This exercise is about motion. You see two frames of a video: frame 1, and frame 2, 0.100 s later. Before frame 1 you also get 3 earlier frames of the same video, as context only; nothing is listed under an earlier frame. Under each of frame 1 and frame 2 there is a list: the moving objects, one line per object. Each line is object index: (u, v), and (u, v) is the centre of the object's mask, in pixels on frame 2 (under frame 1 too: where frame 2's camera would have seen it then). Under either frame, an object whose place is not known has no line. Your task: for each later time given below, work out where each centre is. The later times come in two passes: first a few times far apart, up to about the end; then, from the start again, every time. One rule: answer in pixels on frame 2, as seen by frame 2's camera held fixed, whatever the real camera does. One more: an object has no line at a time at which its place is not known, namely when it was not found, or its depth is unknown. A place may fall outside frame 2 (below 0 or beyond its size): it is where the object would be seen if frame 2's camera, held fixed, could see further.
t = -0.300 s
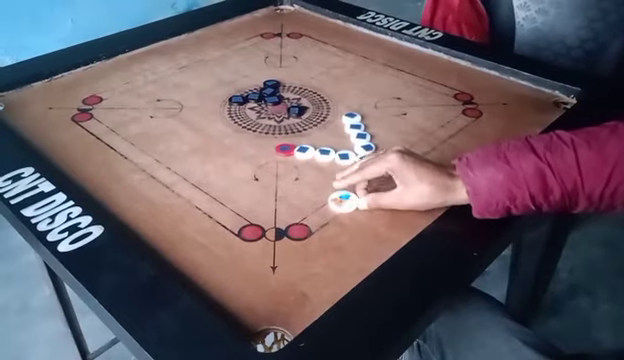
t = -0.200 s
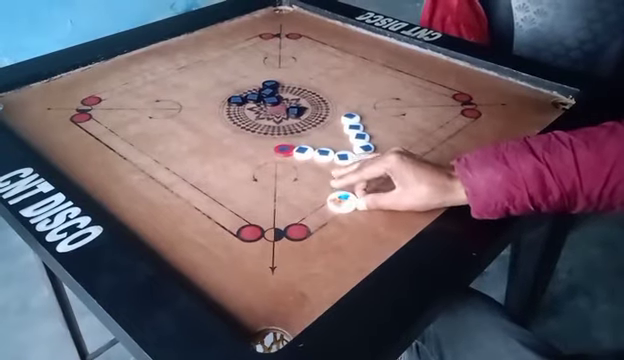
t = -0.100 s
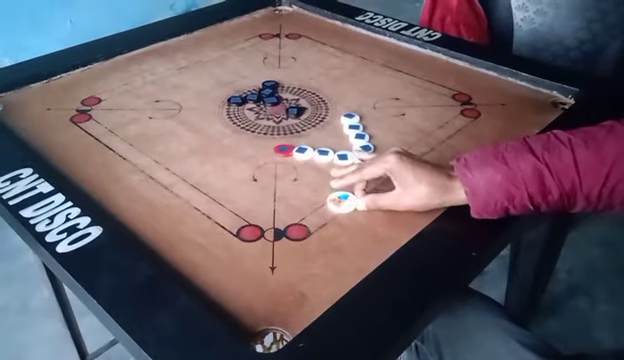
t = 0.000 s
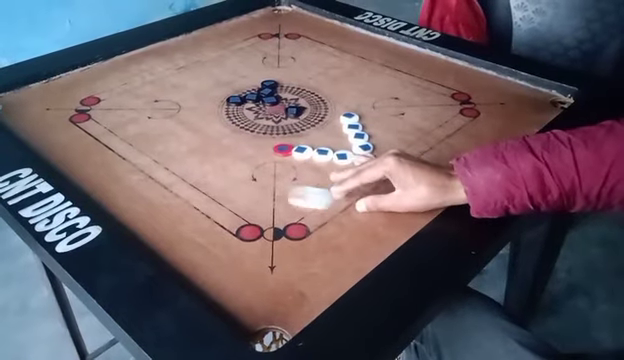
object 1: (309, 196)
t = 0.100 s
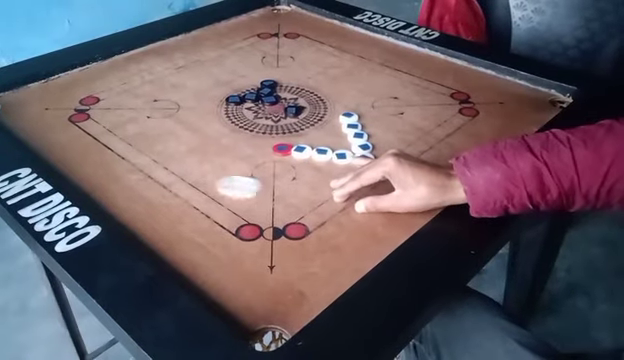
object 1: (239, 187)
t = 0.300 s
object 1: (119, 168)
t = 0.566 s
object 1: (34, 134)
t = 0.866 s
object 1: (39, 90)
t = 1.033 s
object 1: (77, 94)
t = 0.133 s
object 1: (217, 183)
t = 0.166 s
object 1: (195, 180)
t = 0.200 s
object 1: (175, 177)
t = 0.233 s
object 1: (155, 174)
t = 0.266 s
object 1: (138, 171)
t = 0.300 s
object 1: (119, 168)
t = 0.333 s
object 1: (102, 165)
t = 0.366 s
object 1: (86, 162)
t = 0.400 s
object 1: (71, 160)
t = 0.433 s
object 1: (56, 156)
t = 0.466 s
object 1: (43, 153)
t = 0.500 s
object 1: (36, 147)
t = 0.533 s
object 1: (35, 140)
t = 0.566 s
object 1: (34, 134)
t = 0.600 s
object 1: (34, 128)
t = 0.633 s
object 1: (34, 122)
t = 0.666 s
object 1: (34, 116)
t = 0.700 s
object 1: (34, 111)
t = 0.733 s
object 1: (34, 106)
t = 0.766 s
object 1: (34, 101)
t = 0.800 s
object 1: (34, 96)
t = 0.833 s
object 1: (35, 91)
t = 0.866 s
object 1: (39, 90)
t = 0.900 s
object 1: (47, 91)
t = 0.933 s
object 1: (55, 92)
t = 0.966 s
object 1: (62, 93)
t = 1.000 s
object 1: (70, 93)
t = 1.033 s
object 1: (77, 94)
